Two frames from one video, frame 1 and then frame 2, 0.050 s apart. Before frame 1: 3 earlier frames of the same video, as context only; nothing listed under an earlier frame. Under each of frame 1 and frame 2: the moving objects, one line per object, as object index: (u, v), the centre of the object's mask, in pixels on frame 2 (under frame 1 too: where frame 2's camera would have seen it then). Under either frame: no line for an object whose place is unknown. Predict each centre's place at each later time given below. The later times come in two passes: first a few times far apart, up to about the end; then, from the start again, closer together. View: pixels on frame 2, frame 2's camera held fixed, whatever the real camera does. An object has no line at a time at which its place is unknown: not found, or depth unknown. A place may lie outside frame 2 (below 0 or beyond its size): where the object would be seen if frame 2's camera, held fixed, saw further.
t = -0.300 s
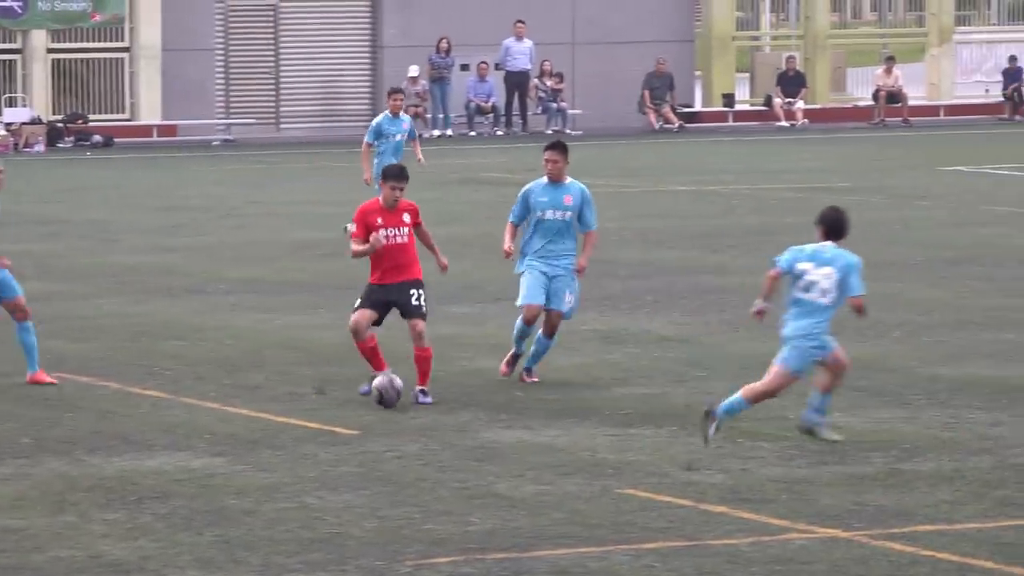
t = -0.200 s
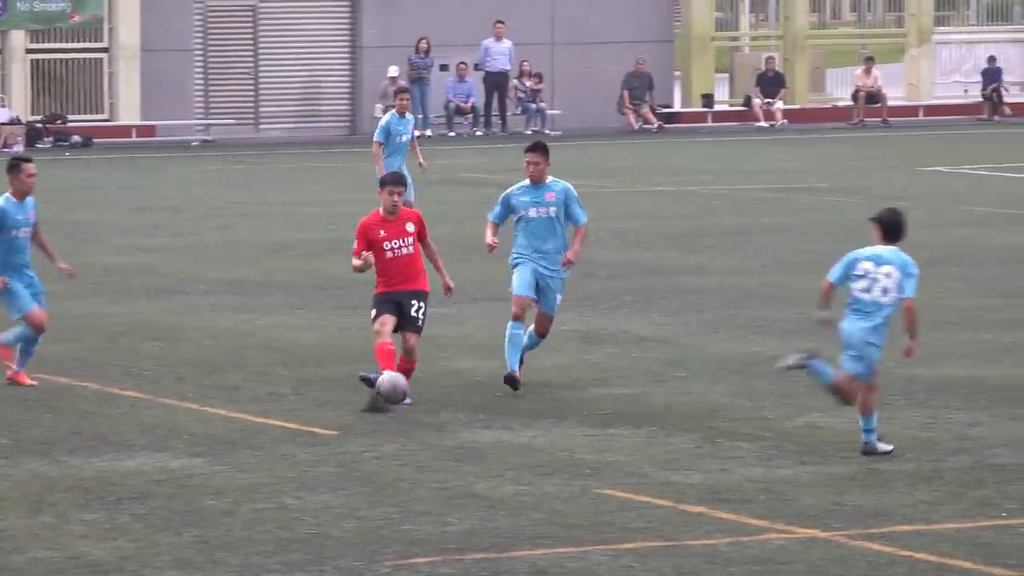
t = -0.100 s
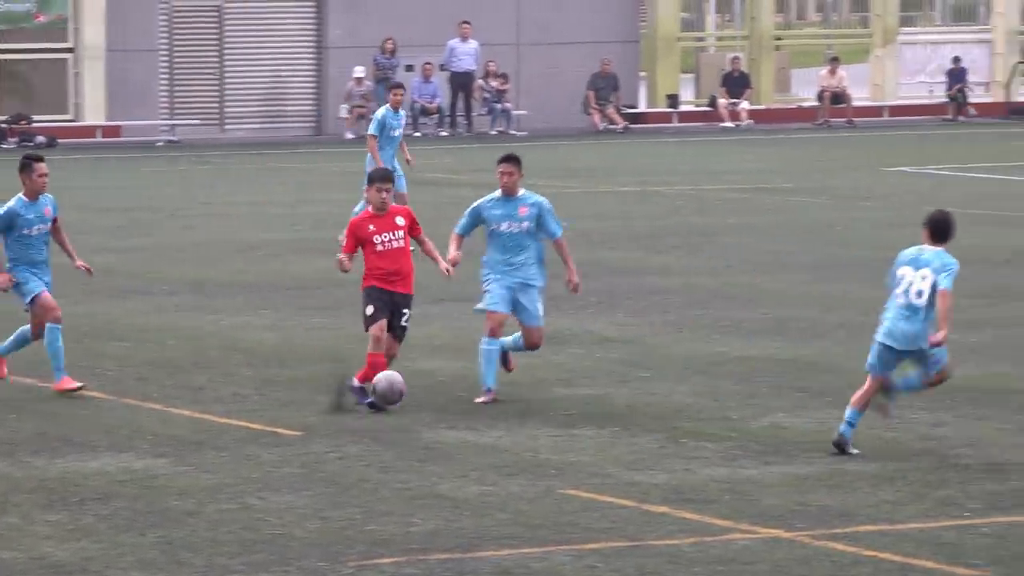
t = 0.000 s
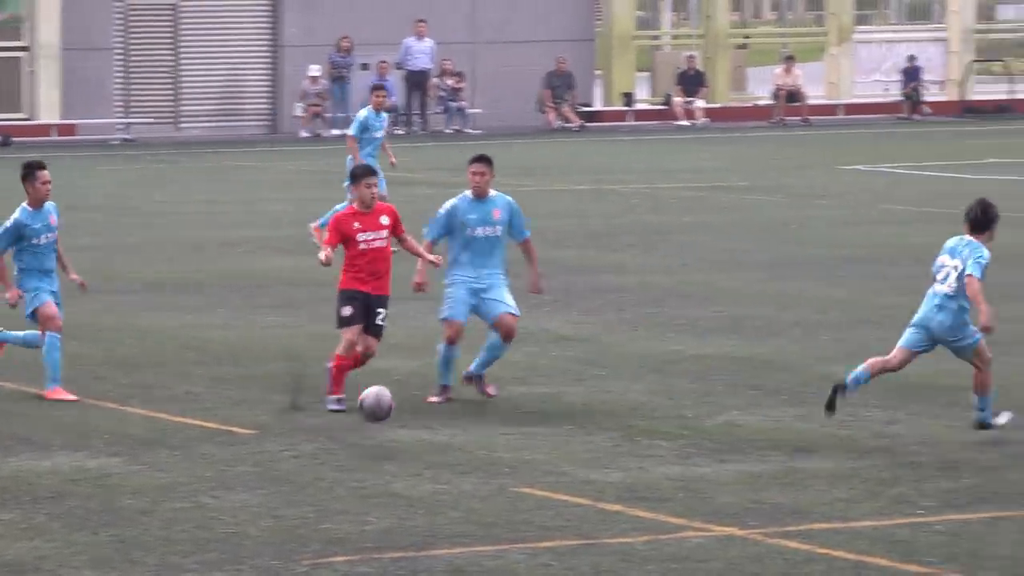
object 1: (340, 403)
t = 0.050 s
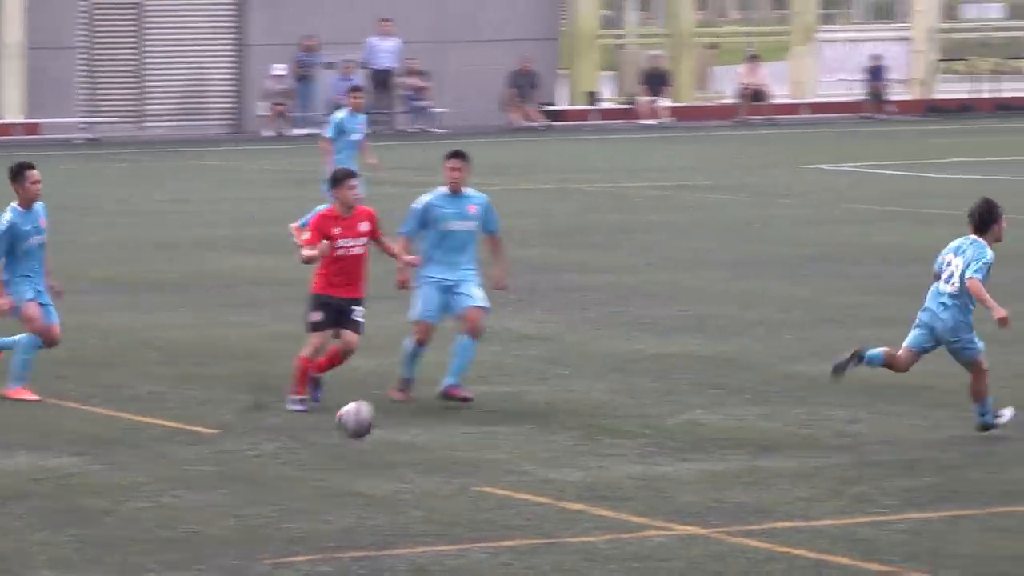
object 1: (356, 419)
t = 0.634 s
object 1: (571, 531)
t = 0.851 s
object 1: (672, 573)
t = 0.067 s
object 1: (361, 426)
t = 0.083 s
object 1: (367, 432)
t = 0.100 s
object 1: (373, 440)
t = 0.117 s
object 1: (379, 448)
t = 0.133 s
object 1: (385, 459)
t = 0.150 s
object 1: (390, 462)
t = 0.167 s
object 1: (395, 460)
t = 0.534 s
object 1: (529, 513)
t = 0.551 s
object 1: (536, 514)
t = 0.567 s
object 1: (542, 516)
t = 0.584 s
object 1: (549, 518)
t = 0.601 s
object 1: (556, 522)
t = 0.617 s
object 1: (563, 526)
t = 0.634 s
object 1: (571, 531)
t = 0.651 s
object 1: (578, 535)
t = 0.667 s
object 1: (585, 541)
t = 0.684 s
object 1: (592, 548)
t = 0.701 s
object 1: (600, 557)
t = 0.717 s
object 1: (607, 564)
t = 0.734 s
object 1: (615, 566)
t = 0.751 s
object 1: (623, 564)
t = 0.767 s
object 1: (630, 566)
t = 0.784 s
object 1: (639, 565)
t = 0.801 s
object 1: (647, 566)
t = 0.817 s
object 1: (654, 567)
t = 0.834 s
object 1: (663, 569)
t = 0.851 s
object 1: (672, 573)
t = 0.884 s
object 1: (687, 581)
